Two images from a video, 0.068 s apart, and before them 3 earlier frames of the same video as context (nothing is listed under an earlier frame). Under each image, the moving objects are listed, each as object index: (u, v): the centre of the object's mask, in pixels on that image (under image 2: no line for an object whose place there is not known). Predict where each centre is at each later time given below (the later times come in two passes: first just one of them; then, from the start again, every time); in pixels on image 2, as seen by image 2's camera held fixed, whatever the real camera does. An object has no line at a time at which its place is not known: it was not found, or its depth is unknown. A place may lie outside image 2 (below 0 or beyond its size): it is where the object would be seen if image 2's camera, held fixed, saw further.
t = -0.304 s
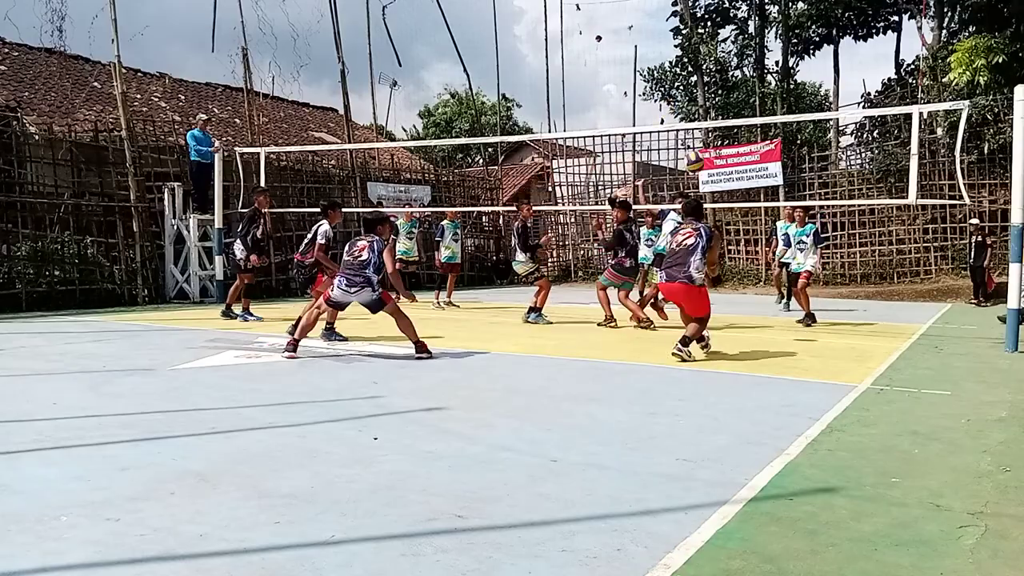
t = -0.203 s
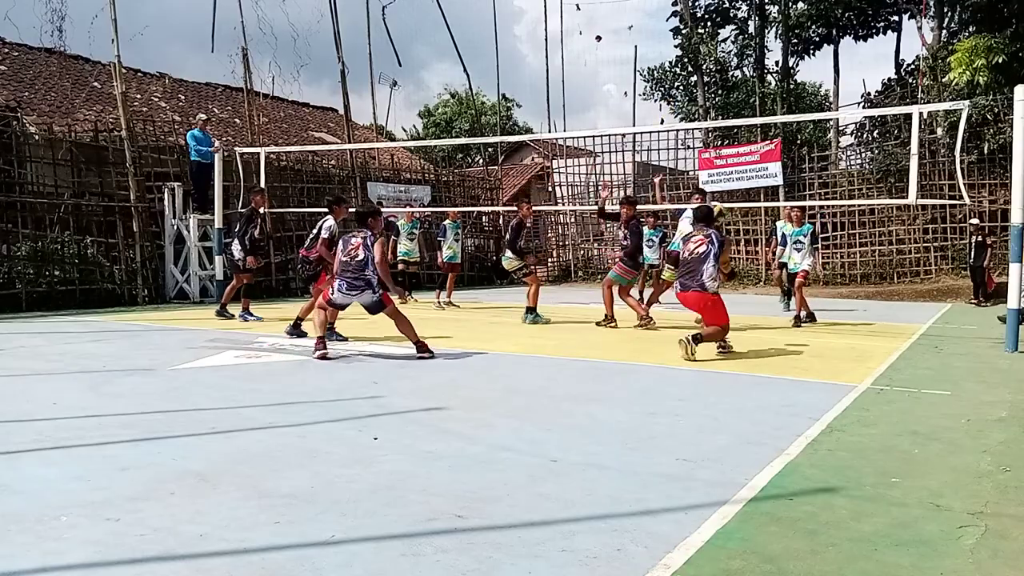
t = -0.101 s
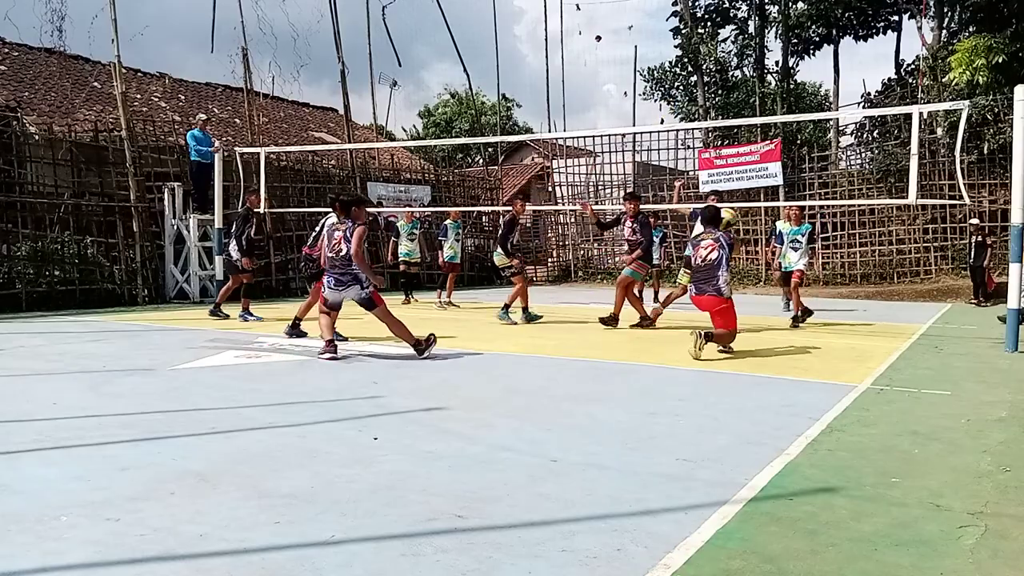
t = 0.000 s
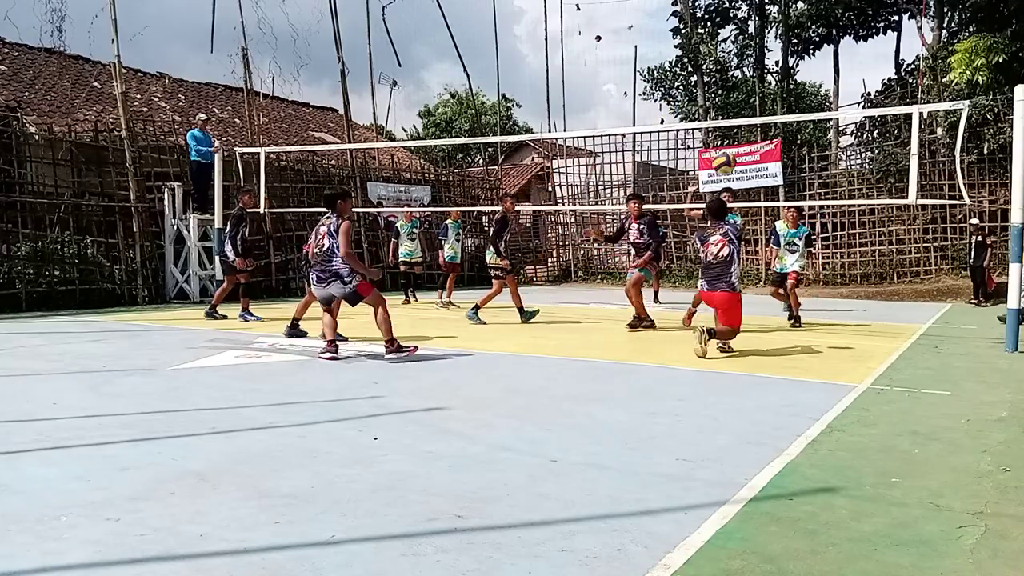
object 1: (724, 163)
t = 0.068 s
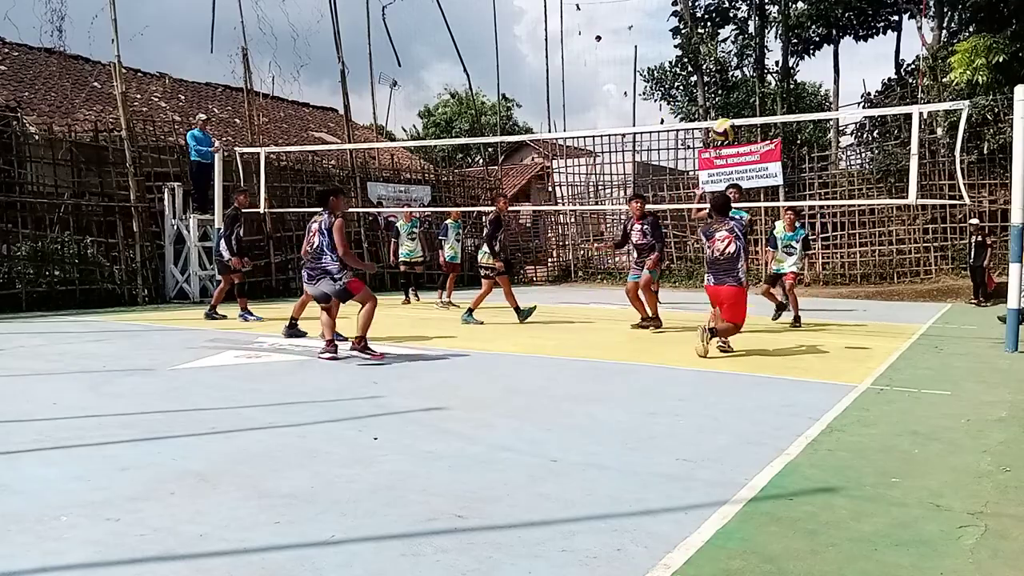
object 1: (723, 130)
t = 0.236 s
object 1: (722, 67)
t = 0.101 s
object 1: (723, 115)
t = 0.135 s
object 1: (722, 101)
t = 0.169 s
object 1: (723, 89)
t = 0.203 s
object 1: (723, 78)
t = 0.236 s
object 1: (722, 67)
